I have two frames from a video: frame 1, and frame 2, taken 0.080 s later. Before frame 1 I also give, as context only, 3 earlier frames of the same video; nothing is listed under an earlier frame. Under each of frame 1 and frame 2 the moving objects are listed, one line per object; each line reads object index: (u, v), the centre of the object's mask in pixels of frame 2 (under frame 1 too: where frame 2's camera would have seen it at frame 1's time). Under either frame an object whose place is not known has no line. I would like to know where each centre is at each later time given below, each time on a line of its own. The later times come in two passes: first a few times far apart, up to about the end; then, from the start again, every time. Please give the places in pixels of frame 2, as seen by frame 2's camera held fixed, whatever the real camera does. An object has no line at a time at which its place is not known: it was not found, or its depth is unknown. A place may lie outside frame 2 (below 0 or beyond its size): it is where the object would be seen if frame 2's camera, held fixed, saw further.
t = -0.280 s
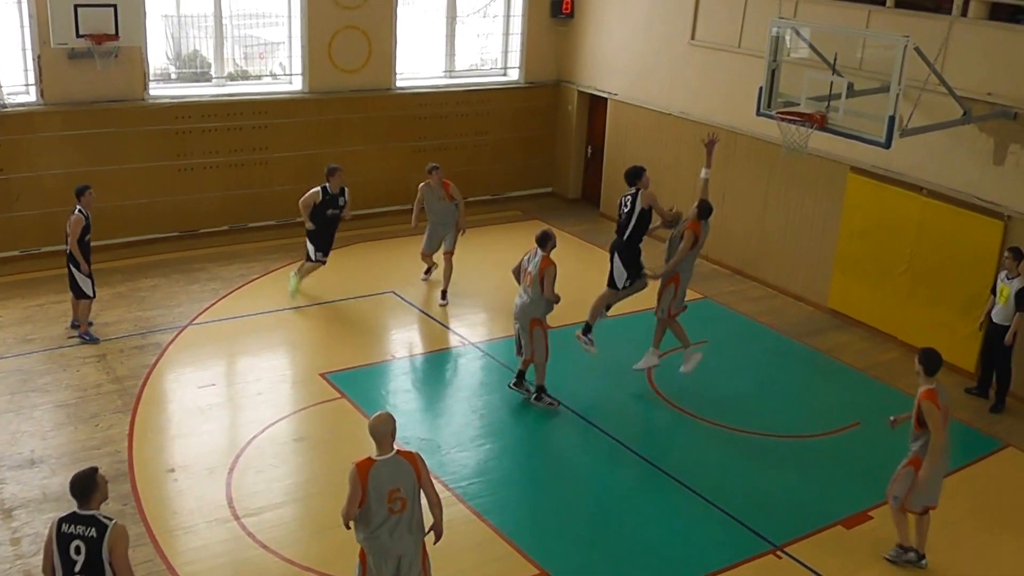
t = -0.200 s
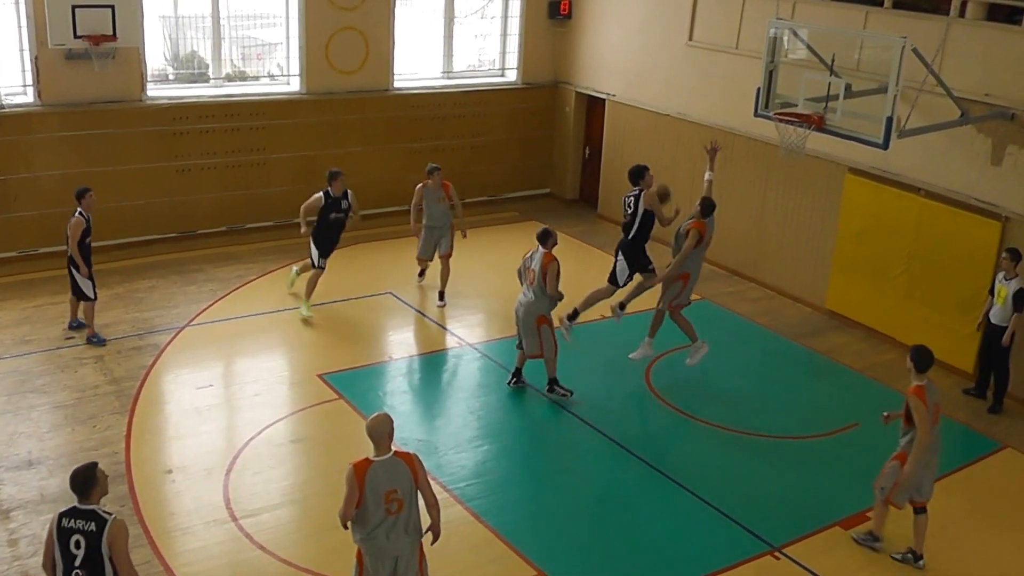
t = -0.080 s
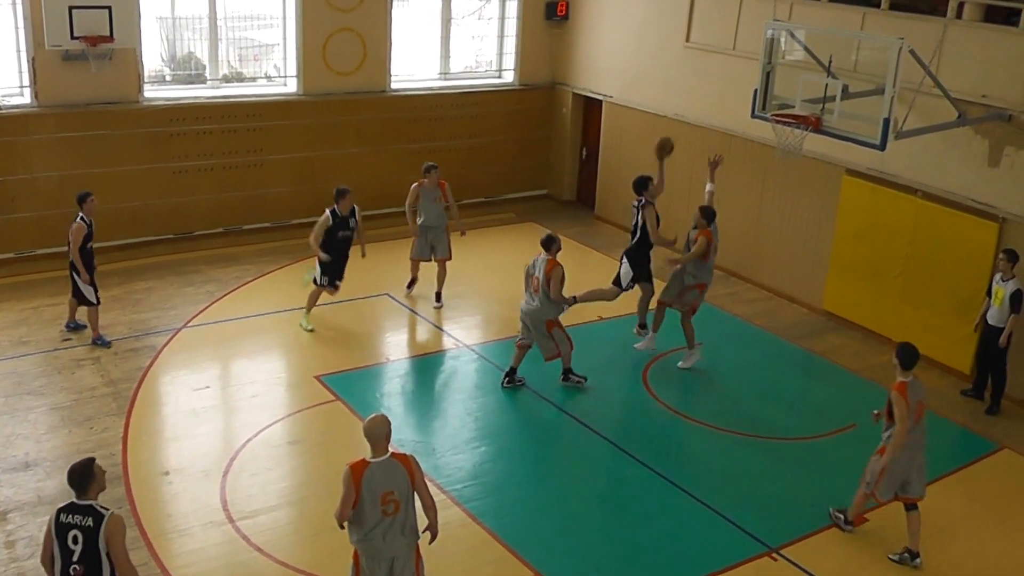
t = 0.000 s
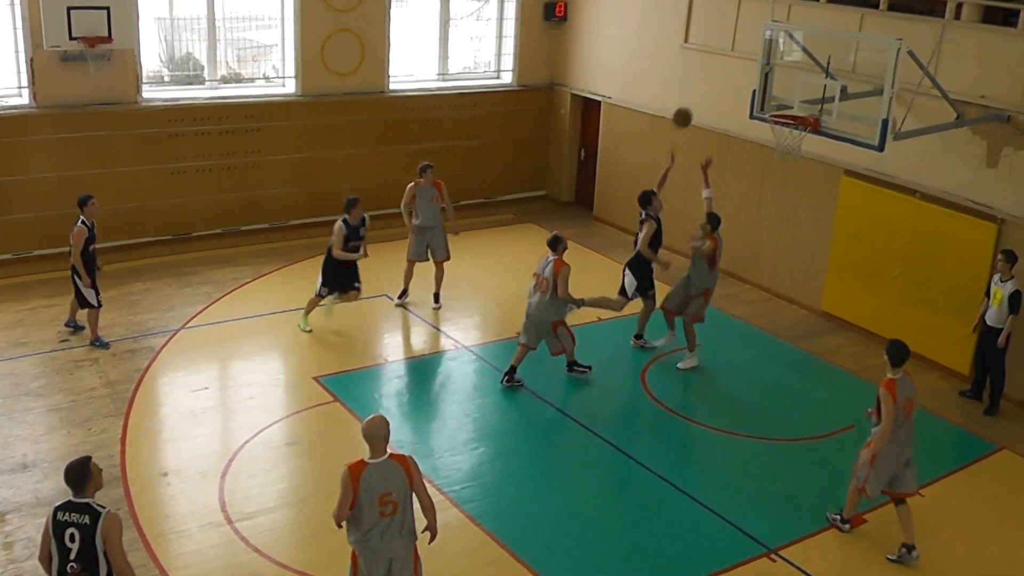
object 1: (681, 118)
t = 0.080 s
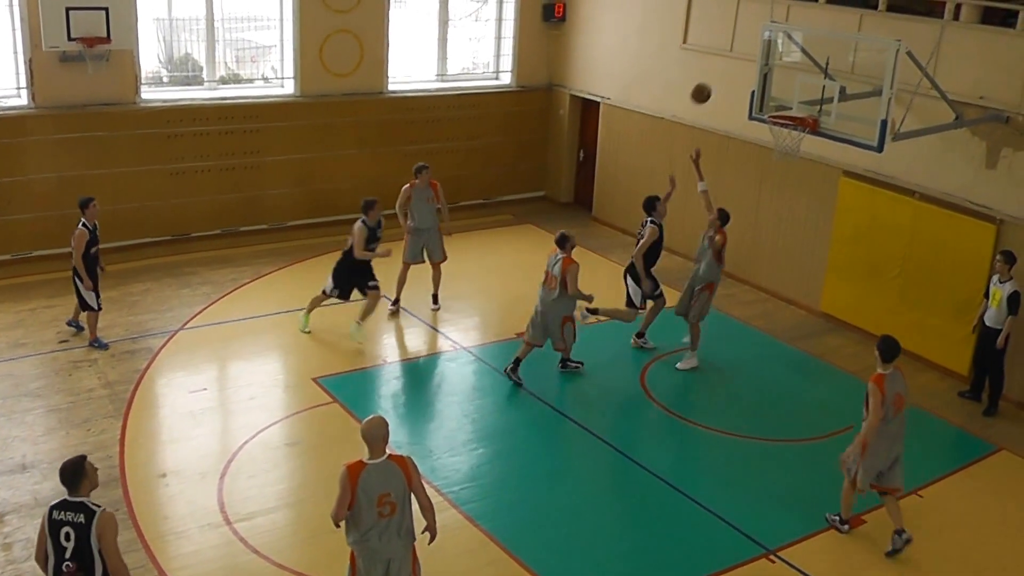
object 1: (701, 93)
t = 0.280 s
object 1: (749, 53)
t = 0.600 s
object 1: (752, 88)
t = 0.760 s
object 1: (747, 143)
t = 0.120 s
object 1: (711, 83)
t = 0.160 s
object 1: (720, 73)
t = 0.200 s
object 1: (730, 66)
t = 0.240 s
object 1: (740, 59)
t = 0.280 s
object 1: (749, 53)
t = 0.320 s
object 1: (753, 52)
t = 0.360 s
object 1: (753, 53)
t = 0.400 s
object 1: (753, 55)
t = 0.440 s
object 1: (753, 58)
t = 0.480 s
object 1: (753, 63)
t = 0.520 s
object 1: (753, 70)
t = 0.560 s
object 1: (752, 78)
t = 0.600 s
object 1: (752, 88)
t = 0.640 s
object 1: (751, 100)
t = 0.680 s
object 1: (749, 113)
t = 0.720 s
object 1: (748, 128)
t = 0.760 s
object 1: (747, 143)
